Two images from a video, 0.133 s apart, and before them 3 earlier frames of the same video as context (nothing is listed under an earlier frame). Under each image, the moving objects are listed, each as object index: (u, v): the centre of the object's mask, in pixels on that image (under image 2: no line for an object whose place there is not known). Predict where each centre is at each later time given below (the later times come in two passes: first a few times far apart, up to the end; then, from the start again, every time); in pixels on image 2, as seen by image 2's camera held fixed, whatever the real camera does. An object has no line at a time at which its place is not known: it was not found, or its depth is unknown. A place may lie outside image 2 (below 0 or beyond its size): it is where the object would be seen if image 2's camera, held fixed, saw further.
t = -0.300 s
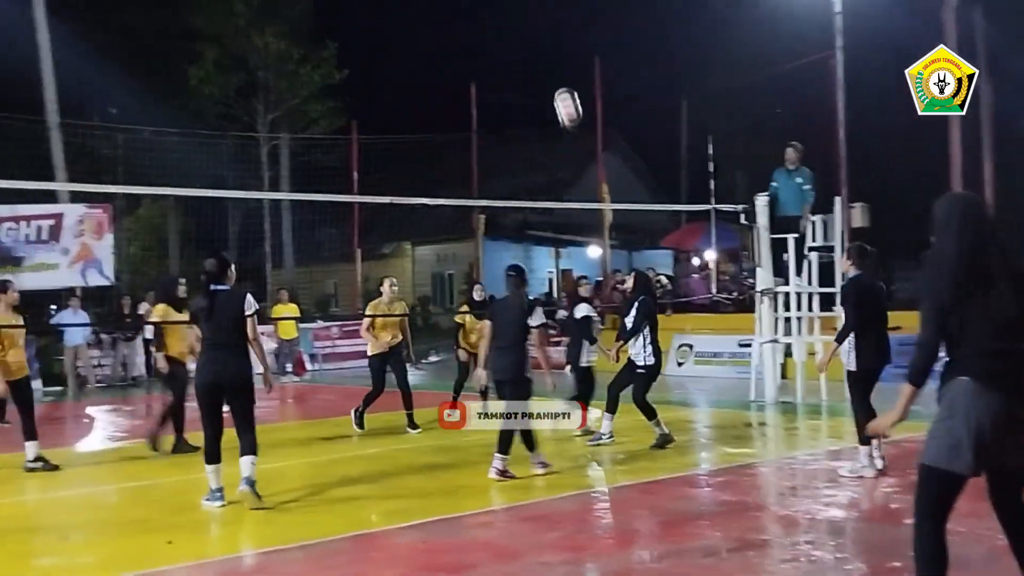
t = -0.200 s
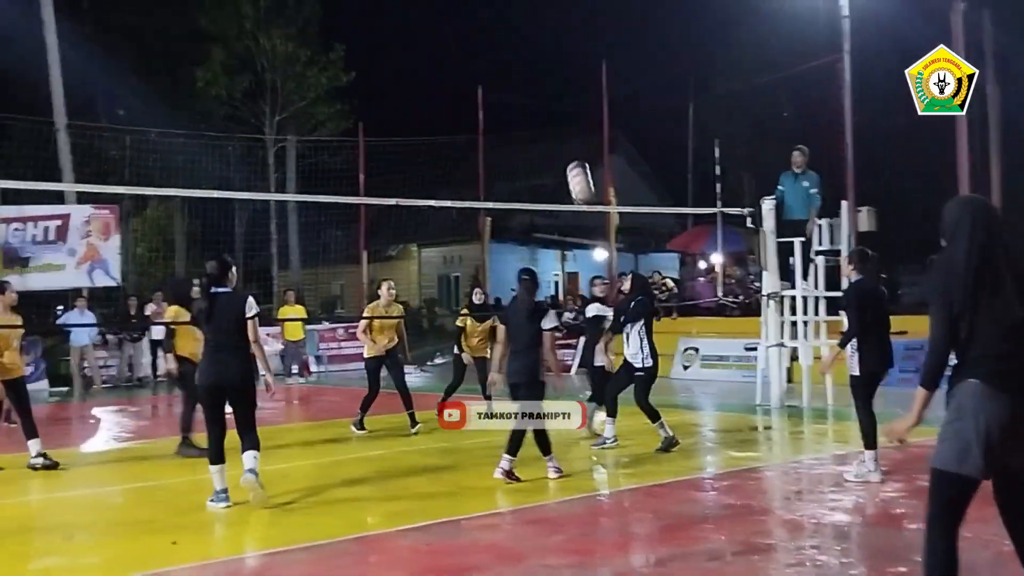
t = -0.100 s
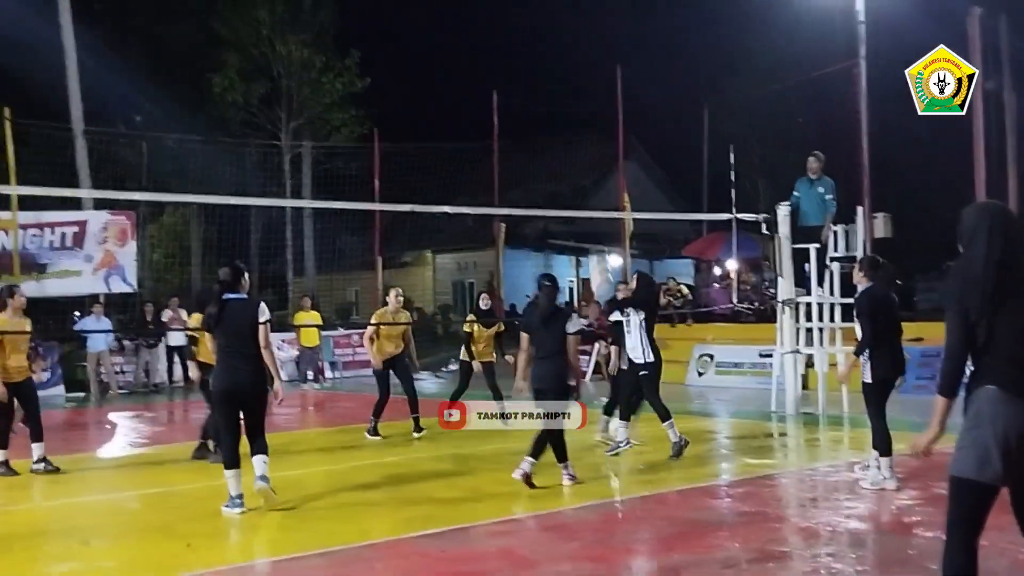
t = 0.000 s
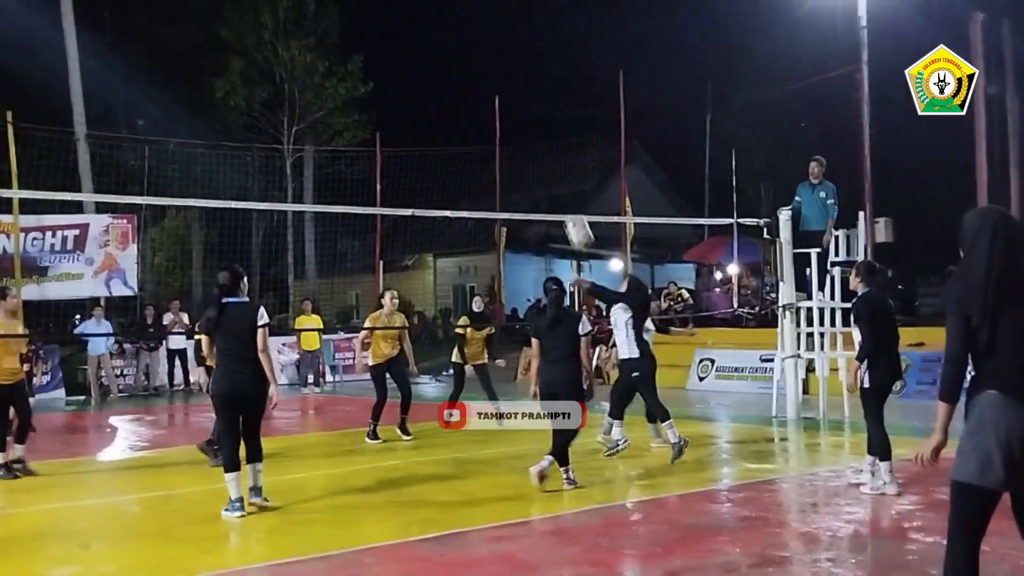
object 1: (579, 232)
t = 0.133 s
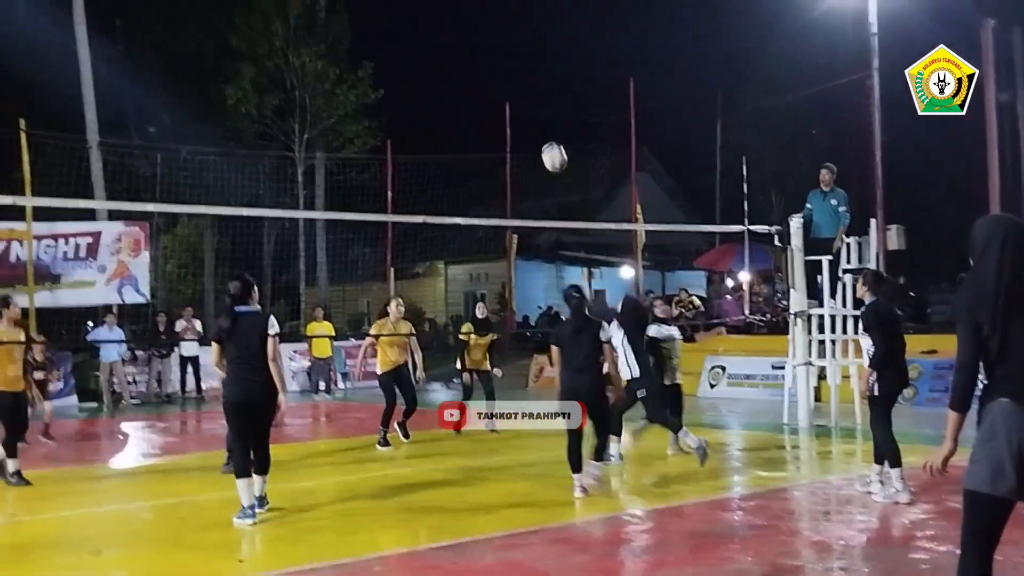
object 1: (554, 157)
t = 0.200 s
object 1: (539, 128)
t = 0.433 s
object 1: (491, 62)
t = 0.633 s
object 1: (457, 54)
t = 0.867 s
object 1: (424, 89)
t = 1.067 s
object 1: (400, 151)
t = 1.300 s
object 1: (375, 253)
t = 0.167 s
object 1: (547, 141)
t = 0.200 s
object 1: (539, 128)
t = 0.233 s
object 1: (531, 113)
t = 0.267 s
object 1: (524, 101)
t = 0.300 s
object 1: (517, 91)
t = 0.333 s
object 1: (510, 81)
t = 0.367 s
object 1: (504, 73)
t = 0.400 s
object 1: (497, 67)
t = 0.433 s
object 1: (491, 62)
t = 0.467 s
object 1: (485, 58)
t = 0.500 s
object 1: (479, 55)
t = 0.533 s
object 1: (474, 53)
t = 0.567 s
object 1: (469, 52)
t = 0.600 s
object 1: (463, 53)
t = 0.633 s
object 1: (457, 54)
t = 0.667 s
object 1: (452, 56)
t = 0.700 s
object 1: (448, 60)
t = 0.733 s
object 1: (443, 63)
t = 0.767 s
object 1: (438, 68)
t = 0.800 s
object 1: (434, 75)
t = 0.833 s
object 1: (429, 81)
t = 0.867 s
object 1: (424, 89)
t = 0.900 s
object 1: (420, 98)
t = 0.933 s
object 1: (416, 106)
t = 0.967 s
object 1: (412, 116)
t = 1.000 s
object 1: (408, 128)
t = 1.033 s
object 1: (404, 138)
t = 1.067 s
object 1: (400, 151)
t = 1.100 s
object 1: (396, 164)
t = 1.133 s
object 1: (393, 176)
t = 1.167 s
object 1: (389, 192)
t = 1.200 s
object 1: (386, 205)
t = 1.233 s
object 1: (383, 220)
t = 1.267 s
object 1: (378, 238)
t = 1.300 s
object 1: (375, 253)
